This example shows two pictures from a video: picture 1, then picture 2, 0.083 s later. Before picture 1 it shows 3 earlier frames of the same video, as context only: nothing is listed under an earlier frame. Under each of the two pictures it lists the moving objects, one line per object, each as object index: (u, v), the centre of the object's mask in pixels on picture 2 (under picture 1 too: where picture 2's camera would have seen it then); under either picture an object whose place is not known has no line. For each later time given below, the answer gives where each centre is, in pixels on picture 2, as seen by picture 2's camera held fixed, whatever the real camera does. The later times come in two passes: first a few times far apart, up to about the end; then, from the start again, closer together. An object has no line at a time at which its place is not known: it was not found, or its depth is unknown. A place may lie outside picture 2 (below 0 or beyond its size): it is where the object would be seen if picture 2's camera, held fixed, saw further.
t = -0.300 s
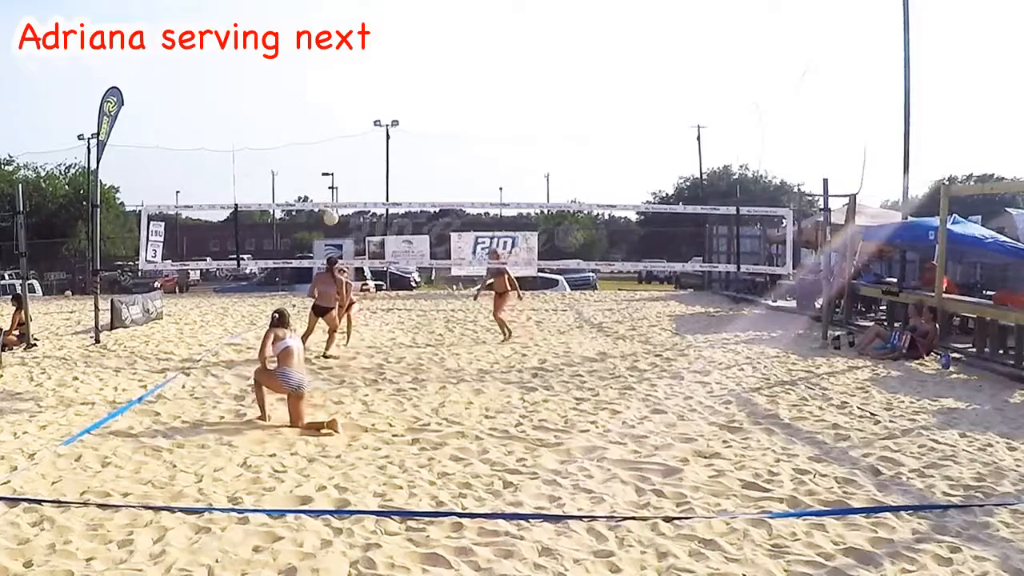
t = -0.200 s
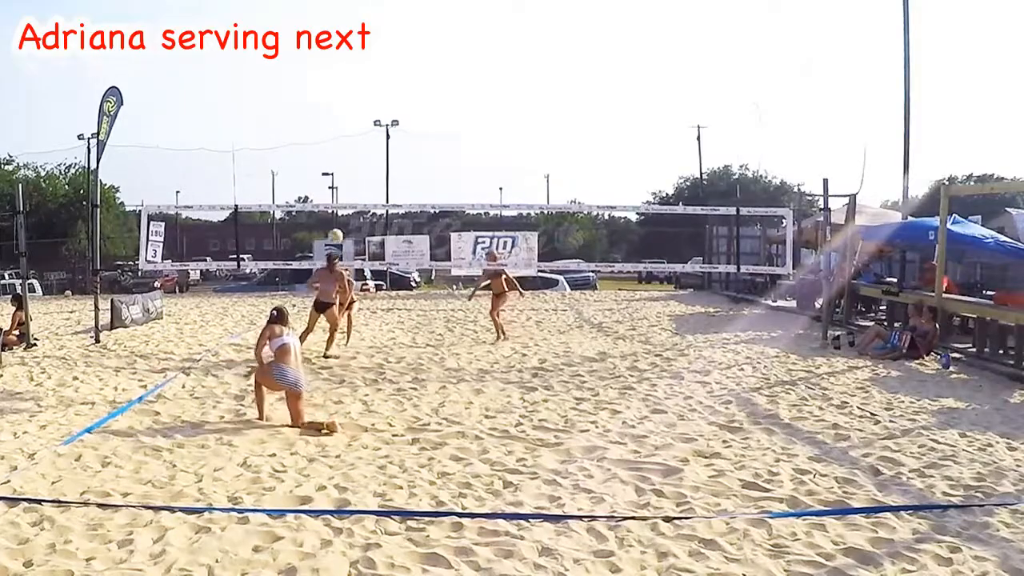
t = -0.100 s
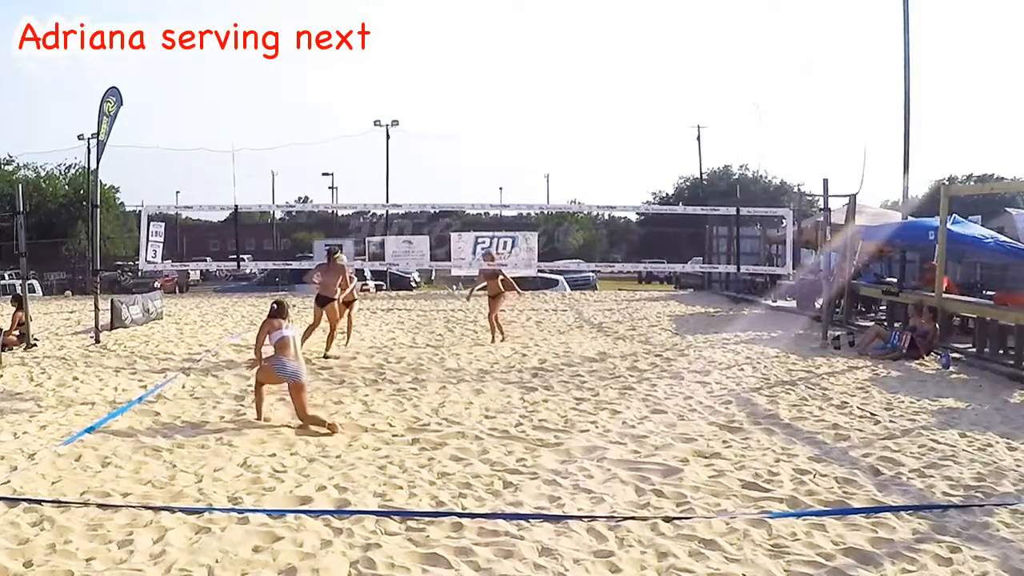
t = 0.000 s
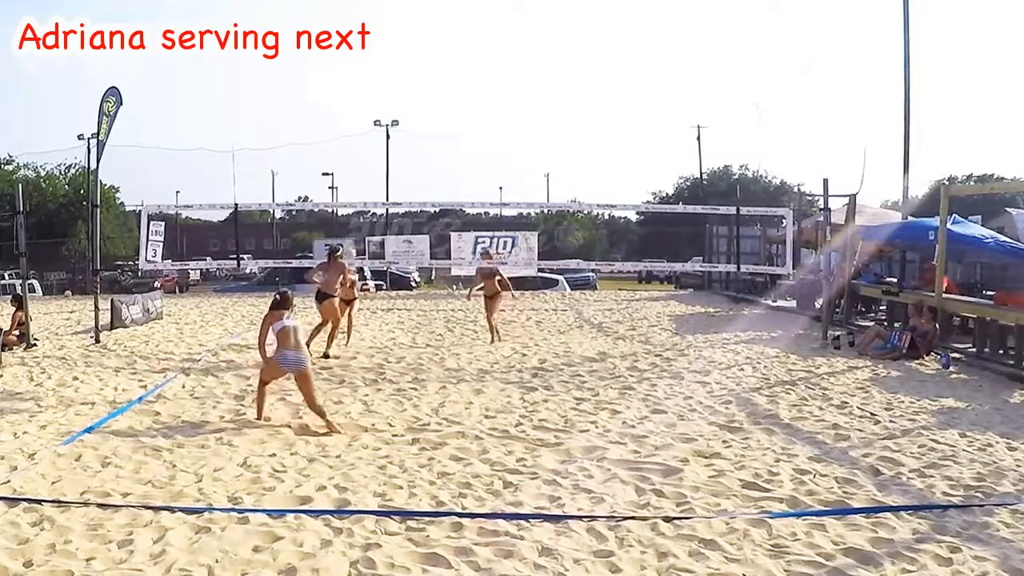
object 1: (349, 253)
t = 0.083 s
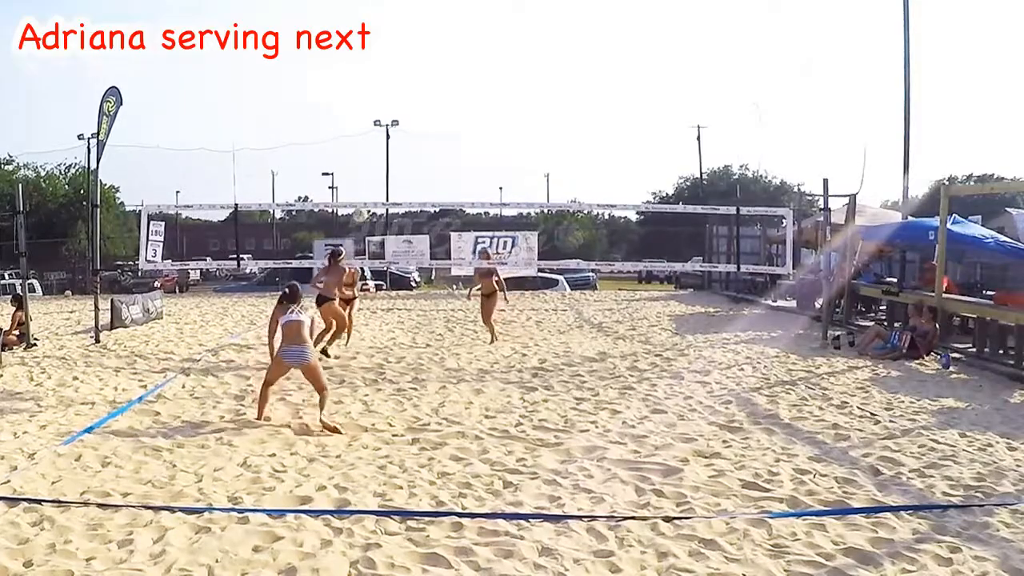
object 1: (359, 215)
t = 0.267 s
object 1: (384, 145)
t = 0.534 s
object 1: (420, 85)
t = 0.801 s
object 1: (457, 71)
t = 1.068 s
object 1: (492, 101)
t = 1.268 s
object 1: (519, 150)
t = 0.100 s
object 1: (361, 211)
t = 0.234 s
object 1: (379, 155)
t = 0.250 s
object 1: (382, 150)
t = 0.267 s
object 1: (384, 145)
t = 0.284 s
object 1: (386, 140)
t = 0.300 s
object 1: (388, 135)
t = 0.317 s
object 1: (391, 130)
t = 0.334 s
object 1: (393, 125)
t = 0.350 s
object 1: (395, 121)
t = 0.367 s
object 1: (397, 118)
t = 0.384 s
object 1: (400, 113)
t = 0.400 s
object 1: (403, 109)
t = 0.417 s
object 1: (405, 106)
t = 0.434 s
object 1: (407, 102)
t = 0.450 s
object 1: (409, 99)
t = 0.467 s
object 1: (411, 96)
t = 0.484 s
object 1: (414, 93)
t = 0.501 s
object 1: (416, 90)
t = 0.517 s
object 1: (418, 88)
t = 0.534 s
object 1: (420, 85)
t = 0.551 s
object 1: (423, 83)
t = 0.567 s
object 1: (425, 81)
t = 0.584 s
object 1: (427, 79)
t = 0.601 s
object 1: (429, 77)
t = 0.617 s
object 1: (432, 76)
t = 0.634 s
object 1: (434, 74)
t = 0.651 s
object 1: (436, 74)
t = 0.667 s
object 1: (439, 73)
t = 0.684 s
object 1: (441, 72)
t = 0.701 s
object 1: (443, 71)
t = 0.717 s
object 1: (445, 71)
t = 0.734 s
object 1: (448, 71)
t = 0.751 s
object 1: (450, 71)
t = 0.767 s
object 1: (452, 71)
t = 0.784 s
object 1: (454, 71)
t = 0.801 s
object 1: (457, 71)
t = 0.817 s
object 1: (459, 72)
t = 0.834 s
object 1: (461, 73)
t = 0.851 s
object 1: (464, 73)
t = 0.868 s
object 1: (466, 74)
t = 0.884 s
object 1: (468, 76)
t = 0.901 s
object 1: (470, 77)
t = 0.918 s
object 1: (473, 79)
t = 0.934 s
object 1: (475, 81)
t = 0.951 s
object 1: (477, 83)
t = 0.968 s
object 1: (479, 85)
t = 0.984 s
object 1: (482, 87)
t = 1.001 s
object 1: (484, 90)
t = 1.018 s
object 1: (486, 92)
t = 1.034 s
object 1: (488, 95)
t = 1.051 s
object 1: (490, 98)
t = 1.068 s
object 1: (492, 101)
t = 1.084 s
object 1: (495, 104)
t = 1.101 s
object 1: (497, 108)
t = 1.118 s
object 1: (499, 111)
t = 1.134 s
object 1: (501, 114)
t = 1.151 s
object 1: (504, 119)
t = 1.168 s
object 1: (506, 122)
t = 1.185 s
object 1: (508, 127)
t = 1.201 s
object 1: (510, 131)
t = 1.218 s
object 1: (513, 136)
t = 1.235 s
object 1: (514, 141)
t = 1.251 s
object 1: (517, 145)
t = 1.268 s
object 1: (519, 150)
